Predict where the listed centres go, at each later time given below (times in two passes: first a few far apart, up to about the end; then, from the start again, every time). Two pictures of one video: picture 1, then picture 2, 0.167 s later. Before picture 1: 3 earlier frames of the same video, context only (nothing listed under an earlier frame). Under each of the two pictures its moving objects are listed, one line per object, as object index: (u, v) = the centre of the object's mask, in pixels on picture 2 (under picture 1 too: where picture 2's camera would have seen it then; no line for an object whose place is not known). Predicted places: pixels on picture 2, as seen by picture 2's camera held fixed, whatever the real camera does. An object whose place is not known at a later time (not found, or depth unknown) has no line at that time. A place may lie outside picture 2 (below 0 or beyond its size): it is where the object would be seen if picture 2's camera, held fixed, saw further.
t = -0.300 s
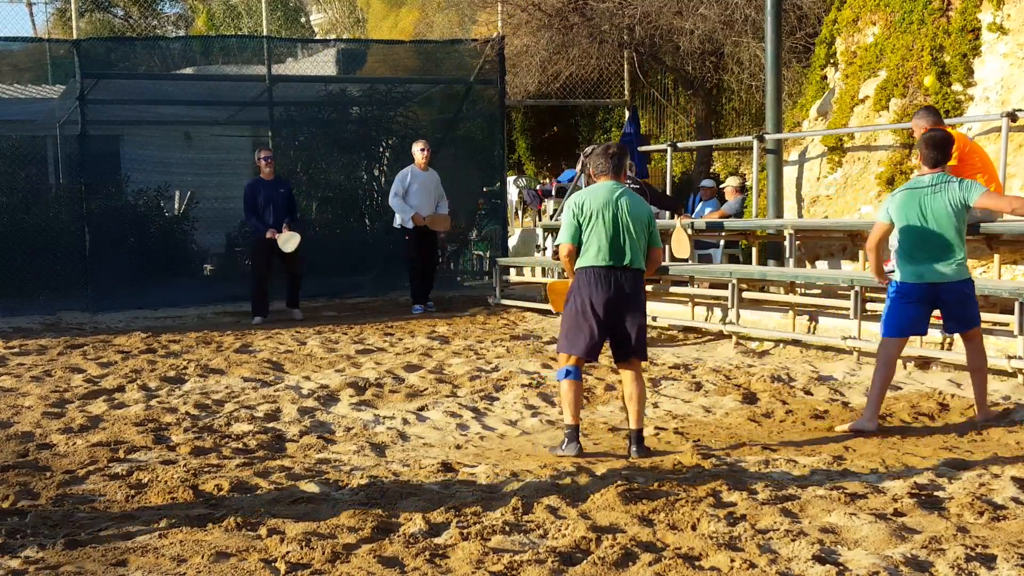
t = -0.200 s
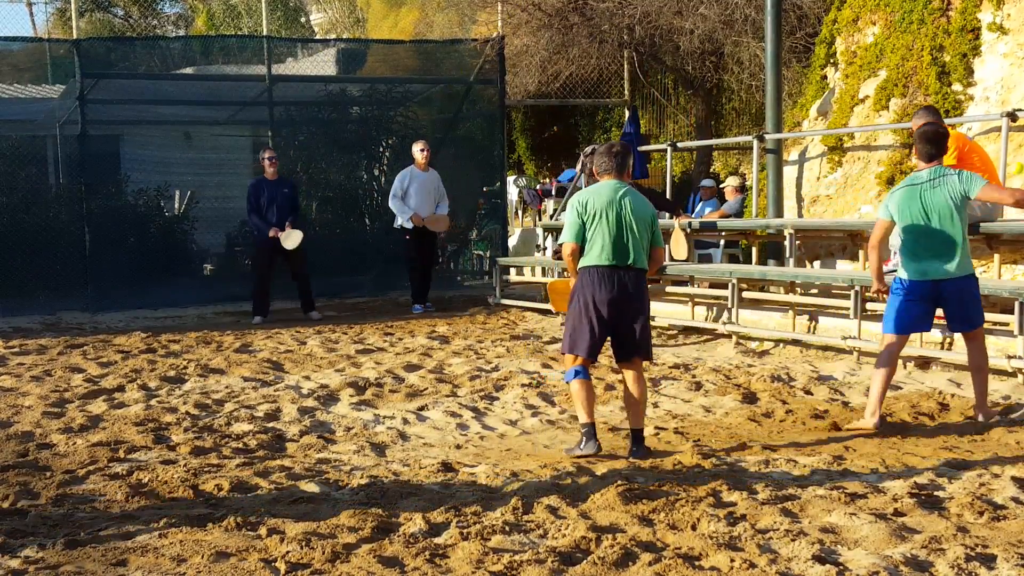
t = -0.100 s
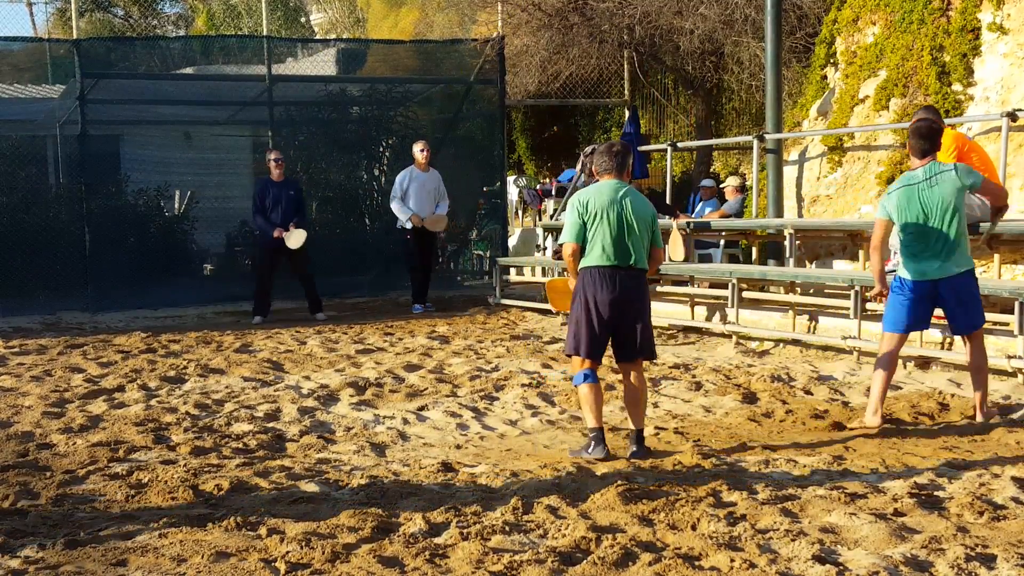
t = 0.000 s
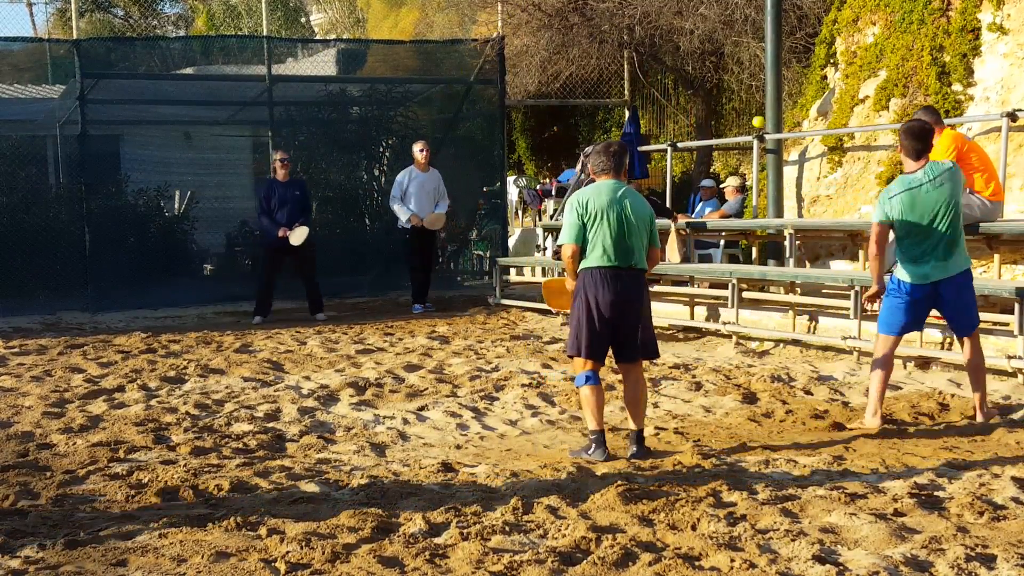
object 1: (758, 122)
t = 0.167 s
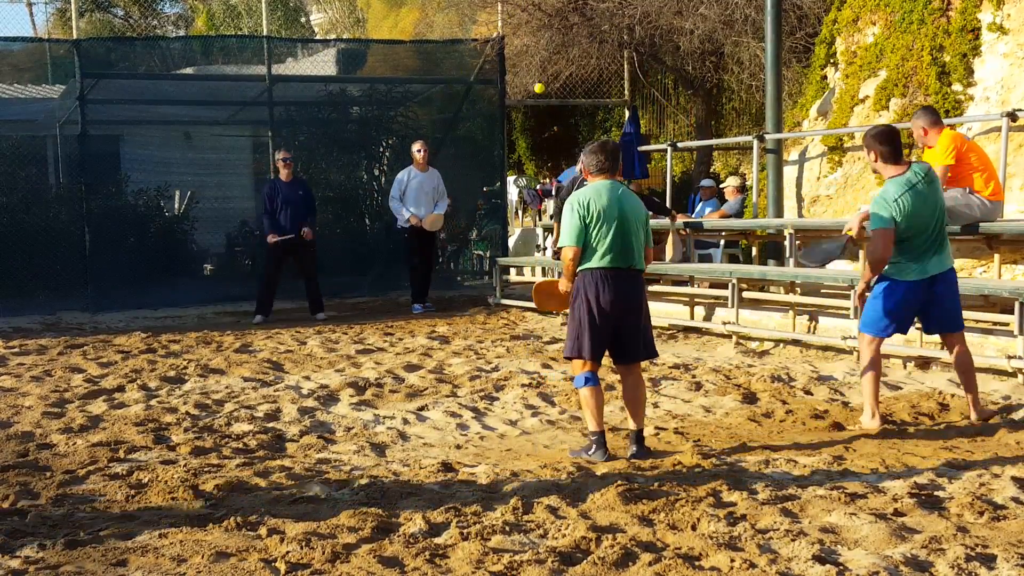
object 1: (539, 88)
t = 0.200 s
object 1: (503, 87)
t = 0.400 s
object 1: (323, 105)
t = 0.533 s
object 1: (230, 138)
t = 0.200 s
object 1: (503, 87)
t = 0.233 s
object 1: (469, 87)
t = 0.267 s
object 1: (436, 88)
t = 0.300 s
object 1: (406, 90)
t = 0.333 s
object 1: (377, 95)
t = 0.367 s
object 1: (350, 99)
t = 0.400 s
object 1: (323, 105)
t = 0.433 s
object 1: (298, 112)
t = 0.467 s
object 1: (275, 120)
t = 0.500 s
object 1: (252, 129)
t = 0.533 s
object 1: (230, 138)
